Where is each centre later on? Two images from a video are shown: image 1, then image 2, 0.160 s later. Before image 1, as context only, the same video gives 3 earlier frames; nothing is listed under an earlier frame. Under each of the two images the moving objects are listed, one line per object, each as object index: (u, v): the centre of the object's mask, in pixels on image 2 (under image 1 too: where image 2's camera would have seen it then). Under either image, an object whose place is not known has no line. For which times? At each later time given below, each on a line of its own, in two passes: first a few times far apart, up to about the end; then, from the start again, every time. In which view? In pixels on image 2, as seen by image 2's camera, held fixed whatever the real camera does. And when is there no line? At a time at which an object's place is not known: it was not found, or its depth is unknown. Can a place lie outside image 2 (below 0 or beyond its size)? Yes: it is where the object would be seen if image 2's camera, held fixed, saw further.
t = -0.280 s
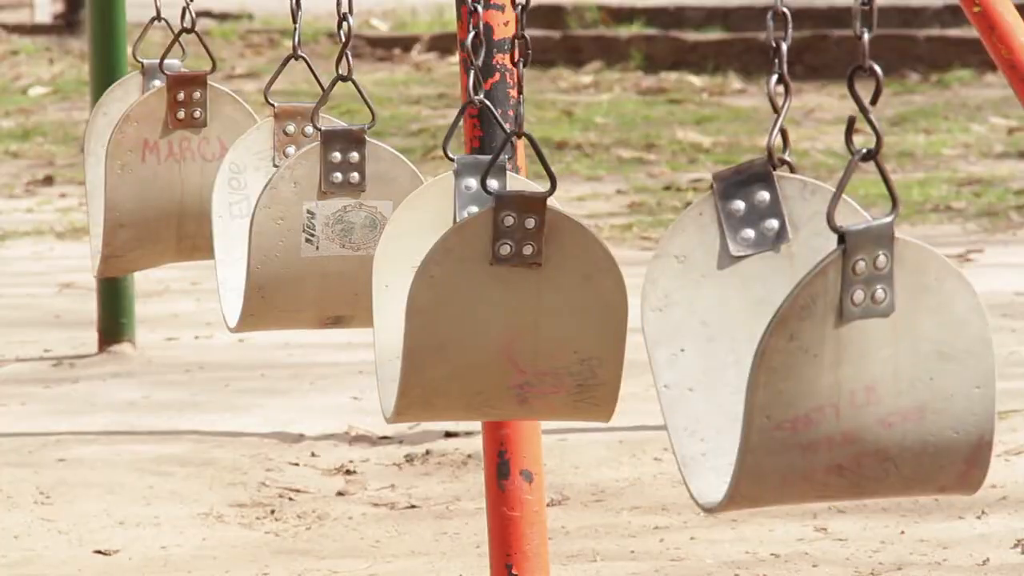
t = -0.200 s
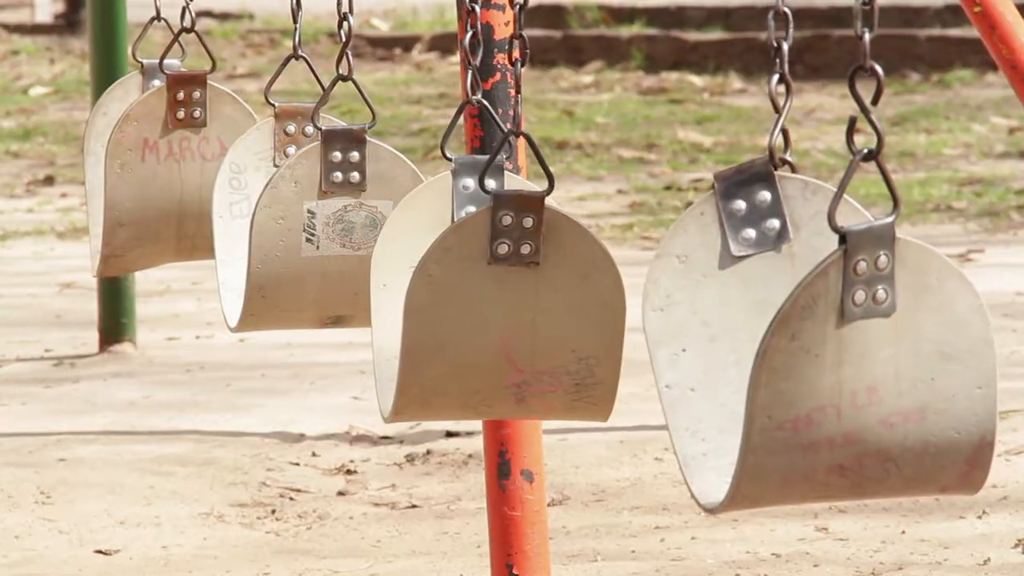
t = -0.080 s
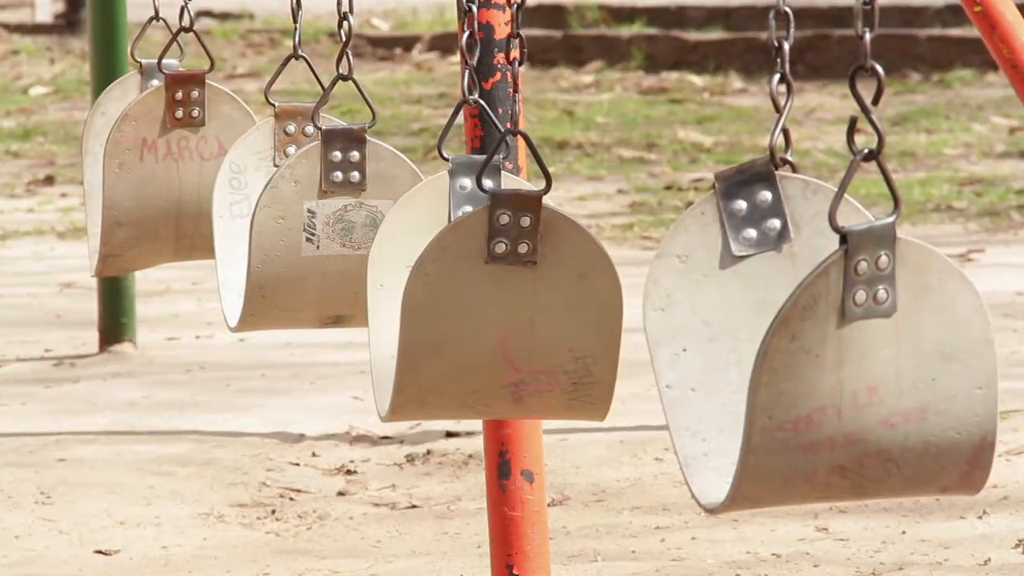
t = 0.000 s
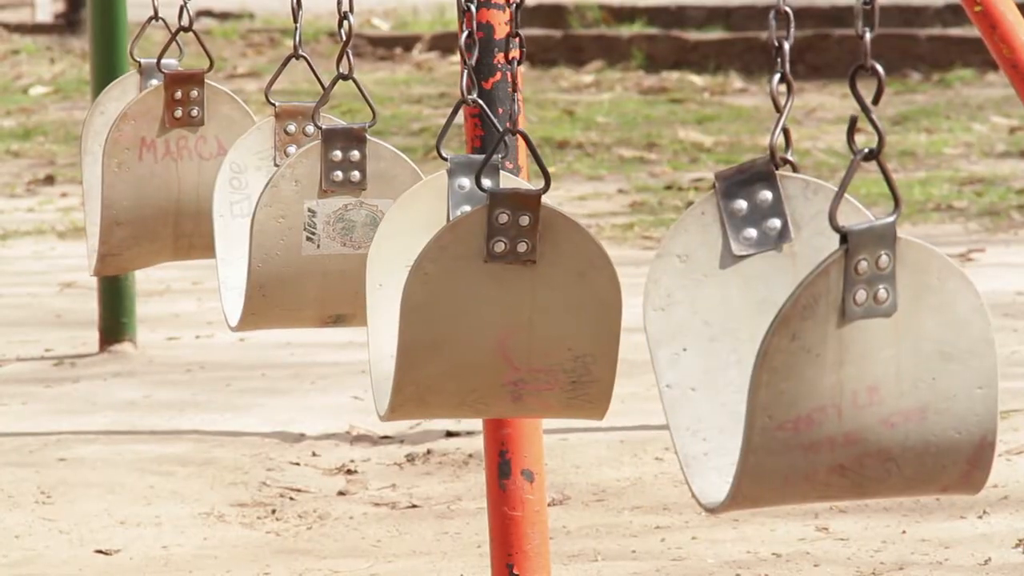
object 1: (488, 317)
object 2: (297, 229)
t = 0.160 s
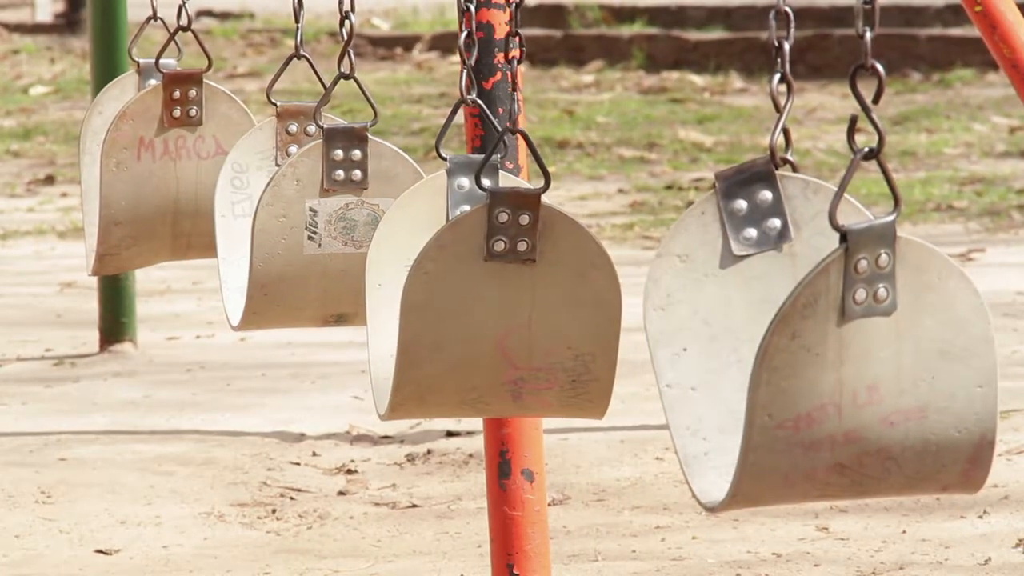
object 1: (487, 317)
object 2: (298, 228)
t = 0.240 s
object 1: (488, 316)
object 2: (299, 228)
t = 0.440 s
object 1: (494, 316)
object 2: (303, 228)
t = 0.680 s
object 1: (506, 311)
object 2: (312, 232)
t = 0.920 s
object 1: (517, 317)
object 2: (319, 229)
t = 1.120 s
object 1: (523, 318)
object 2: (322, 231)
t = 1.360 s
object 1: (524, 319)
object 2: (322, 230)
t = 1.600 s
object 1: (522, 319)
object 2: (318, 231)
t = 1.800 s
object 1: (516, 313)
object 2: (312, 231)
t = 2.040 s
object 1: (506, 317)
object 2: (304, 231)
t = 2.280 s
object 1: (495, 317)
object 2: (298, 230)
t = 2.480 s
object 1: (491, 316)
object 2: (297, 229)
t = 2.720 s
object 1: (491, 317)
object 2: (298, 231)
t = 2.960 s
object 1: (496, 317)
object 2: (303, 228)
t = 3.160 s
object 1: (504, 314)
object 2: (310, 230)
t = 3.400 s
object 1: (514, 314)
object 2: (317, 231)
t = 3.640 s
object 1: (521, 318)
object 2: (321, 232)
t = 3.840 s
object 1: (522, 315)
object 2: (322, 232)
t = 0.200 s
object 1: (488, 316)
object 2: (298, 228)
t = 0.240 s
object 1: (488, 316)
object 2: (299, 228)
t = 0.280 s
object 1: (489, 316)
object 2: (299, 228)
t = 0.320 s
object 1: (490, 309)
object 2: (300, 228)
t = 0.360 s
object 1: (491, 316)
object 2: (301, 228)
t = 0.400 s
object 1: (492, 316)
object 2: (303, 230)
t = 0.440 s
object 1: (494, 316)
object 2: (303, 228)
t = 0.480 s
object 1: (496, 316)
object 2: (305, 228)
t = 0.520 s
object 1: (498, 316)
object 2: (306, 228)
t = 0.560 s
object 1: (499, 309)
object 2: (307, 228)
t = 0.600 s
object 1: (502, 312)
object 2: (309, 228)
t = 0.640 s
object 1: (504, 316)
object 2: (311, 230)
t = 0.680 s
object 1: (506, 311)
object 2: (312, 232)
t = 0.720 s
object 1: (508, 312)
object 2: (313, 230)
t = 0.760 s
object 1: (511, 317)
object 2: (314, 228)
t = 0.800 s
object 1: (512, 314)
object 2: (316, 230)
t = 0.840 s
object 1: (514, 315)
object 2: (317, 230)
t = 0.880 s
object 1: (516, 317)
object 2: (318, 230)
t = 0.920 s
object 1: (517, 317)
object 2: (319, 229)
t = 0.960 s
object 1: (519, 318)
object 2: (320, 229)
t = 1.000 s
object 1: (520, 318)
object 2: (320, 229)
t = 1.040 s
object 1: (521, 318)
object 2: (321, 229)
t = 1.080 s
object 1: (522, 318)
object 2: (322, 231)
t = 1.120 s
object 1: (523, 318)
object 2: (322, 231)
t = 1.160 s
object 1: (523, 318)
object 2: (323, 232)
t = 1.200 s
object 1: (524, 319)
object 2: (323, 232)
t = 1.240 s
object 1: (524, 319)
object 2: (322, 230)
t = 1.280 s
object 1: (524, 319)
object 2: (323, 232)
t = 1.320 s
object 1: (524, 319)
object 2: (322, 230)
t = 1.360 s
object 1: (524, 319)
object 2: (322, 230)
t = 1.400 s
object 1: (524, 319)
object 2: (321, 231)
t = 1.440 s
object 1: (524, 319)
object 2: (321, 231)
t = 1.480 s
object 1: (524, 319)
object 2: (321, 235)
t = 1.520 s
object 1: (523, 319)
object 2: (320, 235)
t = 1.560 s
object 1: (523, 319)
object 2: (319, 231)
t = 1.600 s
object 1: (522, 319)
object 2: (318, 231)
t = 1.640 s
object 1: (521, 319)
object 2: (317, 231)
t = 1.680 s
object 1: (520, 320)
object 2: (316, 231)
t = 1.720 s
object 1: (519, 320)
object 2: (315, 231)
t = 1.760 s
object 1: (518, 314)
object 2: (314, 231)
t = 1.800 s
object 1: (516, 313)
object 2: (312, 231)
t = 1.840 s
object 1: (515, 315)
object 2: (311, 231)
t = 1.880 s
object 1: (514, 320)
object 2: (310, 231)
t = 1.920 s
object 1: (512, 318)
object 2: (309, 233)
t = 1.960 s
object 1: (510, 318)
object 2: (307, 231)
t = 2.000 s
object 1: (508, 318)
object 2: (306, 231)
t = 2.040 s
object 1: (506, 317)
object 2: (304, 231)
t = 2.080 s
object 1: (504, 318)
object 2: (303, 231)
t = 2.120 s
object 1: (501, 317)
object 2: (302, 231)
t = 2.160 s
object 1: (500, 317)
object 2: (301, 233)
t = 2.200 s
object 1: (498, 318)
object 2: (300, 233)
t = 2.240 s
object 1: (496, 317)
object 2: (299, 233)
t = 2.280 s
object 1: (495, 317)
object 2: (298, 230)
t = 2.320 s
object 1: (494, 317)
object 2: (298, 232)
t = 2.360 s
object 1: (493, 317)
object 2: (297, 230)
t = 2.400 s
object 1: (492, 317)
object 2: (297, 229)
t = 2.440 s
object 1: (491, 317)
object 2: (297, 229)
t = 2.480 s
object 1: (491, 316)
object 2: (297, 229)
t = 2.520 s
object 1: (491, 317)
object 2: (297, 229)
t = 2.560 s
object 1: (490, 317)
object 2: (297, 229)
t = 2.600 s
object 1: (490, 317)
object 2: (297, 231)
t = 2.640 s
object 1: (490, 317)
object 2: (297, 229)
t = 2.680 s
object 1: (490, 317)
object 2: (297, 229)
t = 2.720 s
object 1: (491, 317)
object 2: (298, 231)
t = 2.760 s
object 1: (491, 317)
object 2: (299, 231)
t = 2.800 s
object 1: (492, 317)
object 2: (300, 231)
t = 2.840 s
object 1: (493, 317)
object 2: (300, 228)
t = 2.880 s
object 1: (493, 317)
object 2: (301, 230)
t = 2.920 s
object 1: (495, 316)
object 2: (302, 230)
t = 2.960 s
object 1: (496, 317)
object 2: (303, 228)
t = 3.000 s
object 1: (497, 316)
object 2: (304, 230)
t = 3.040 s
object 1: (499, 316)
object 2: (306, 230)
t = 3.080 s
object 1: (500, 312)
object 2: (307, 228)
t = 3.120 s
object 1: (502, 310)
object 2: (308, 230)
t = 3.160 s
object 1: (504, 314)
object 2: (310, 230)
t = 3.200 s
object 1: (506, 317)
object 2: (311, 230)
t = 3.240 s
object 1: (508, 314)
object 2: (312, 232)
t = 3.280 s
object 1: (509, 315)
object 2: (313, 230)
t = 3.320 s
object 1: (511, 315)
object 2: (314, 228)
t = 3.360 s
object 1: (513, 314)
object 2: (316, 231)
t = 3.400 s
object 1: (514, 314)
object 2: (317, 231)
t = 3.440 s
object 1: (516, 315)
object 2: (318, 231)
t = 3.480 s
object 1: (517, 318)
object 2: (319, 229)
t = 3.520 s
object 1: (518, 312)
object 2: (320, 231)
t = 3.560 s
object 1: (519, 314)
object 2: (321, 231)
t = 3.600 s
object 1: (519, 314)
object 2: (321, 232)
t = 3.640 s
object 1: (521, 318)
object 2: (321, 232)
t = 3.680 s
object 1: (521, 315)
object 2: (322, 233)
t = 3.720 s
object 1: (521, 315)
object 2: (322, 232)
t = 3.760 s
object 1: (521, 315)
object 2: (322, 234)
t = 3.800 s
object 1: (522, 315)
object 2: (322, 234)
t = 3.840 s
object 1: (522, 315)
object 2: (322, 232)
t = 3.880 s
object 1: (522, 315)
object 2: (321, 232)
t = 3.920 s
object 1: (522, 315)
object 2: (321, 232)
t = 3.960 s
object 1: (522, 316)
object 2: (321, 233)
